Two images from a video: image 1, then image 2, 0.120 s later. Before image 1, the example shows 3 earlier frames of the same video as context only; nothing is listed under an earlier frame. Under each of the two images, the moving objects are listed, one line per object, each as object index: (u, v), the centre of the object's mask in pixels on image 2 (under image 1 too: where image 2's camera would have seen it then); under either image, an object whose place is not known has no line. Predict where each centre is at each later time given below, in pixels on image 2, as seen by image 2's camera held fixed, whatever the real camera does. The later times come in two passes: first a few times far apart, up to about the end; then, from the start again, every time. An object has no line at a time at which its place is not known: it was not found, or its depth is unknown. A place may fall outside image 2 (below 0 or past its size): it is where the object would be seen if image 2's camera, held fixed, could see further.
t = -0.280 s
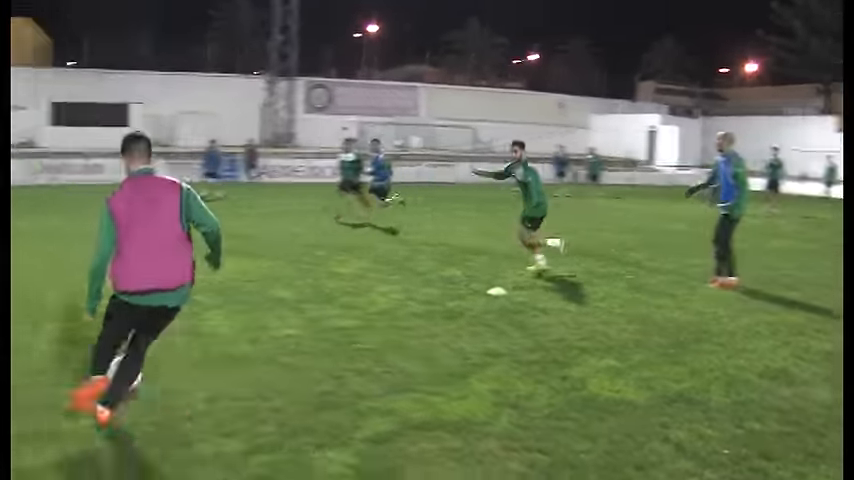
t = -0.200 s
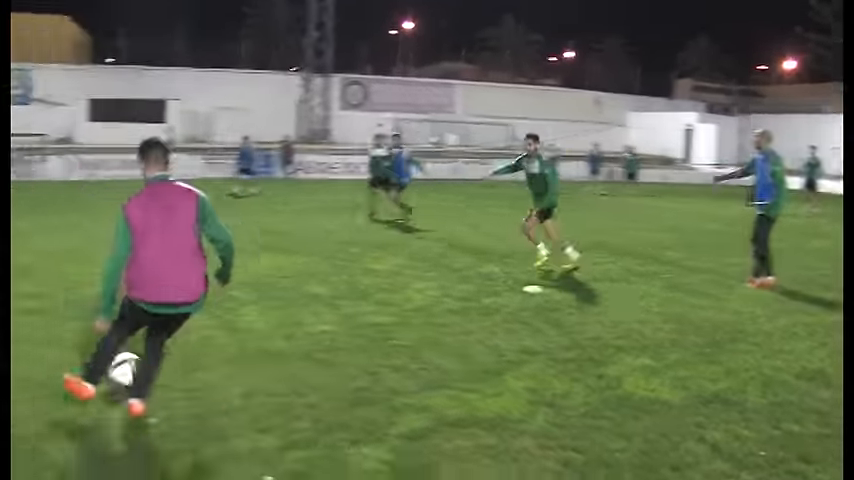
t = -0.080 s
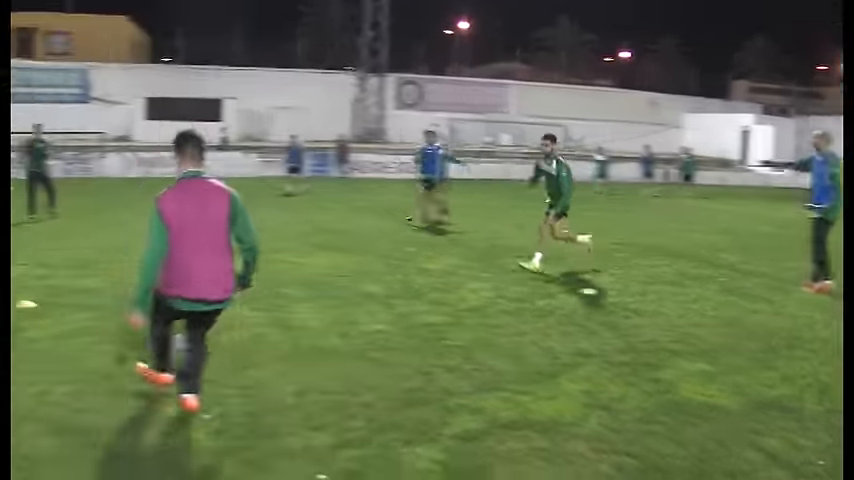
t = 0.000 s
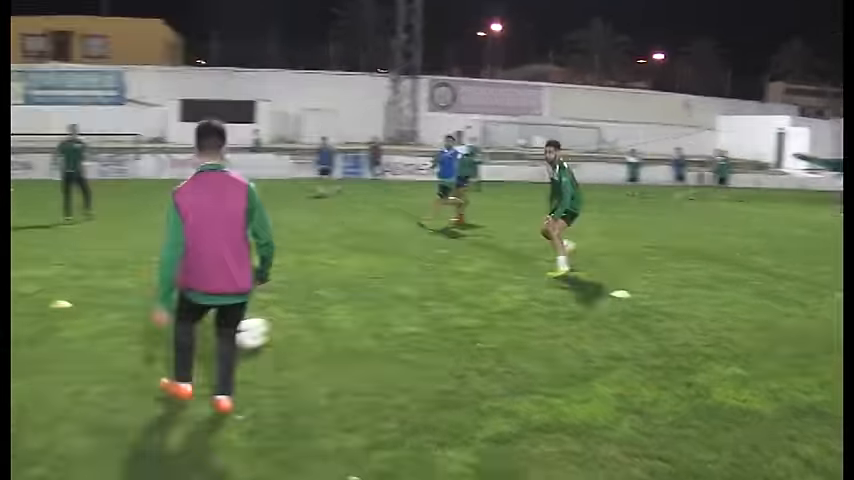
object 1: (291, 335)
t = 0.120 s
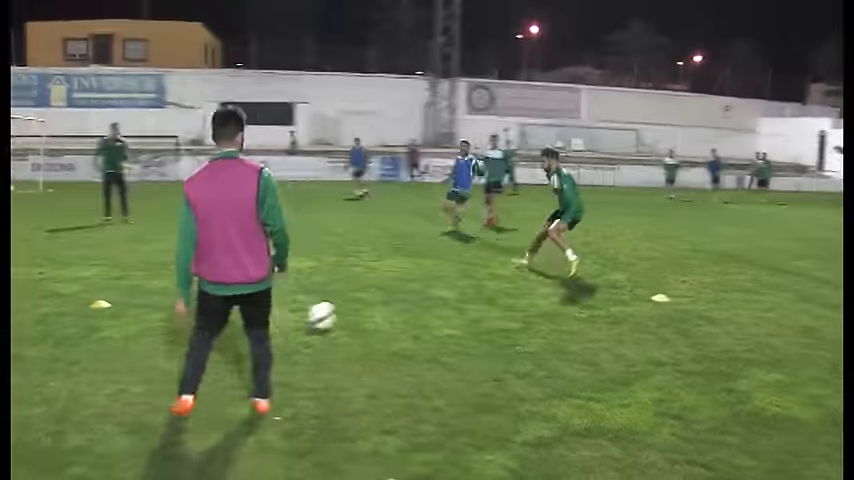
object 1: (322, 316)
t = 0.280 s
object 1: (347, 297)
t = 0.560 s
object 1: (366, 277)
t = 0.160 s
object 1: (329, 311)
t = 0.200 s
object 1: (336, 306)
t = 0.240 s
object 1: (342, 301)
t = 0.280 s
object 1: (347, 297)
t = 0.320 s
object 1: (351, 293)
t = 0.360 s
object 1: (355, 289)
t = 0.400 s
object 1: (358, 287)
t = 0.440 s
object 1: (361, 283)
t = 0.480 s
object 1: (363, 280)
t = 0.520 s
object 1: (365, 278)
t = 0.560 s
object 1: (366, 277)
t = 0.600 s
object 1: (368, 275)
